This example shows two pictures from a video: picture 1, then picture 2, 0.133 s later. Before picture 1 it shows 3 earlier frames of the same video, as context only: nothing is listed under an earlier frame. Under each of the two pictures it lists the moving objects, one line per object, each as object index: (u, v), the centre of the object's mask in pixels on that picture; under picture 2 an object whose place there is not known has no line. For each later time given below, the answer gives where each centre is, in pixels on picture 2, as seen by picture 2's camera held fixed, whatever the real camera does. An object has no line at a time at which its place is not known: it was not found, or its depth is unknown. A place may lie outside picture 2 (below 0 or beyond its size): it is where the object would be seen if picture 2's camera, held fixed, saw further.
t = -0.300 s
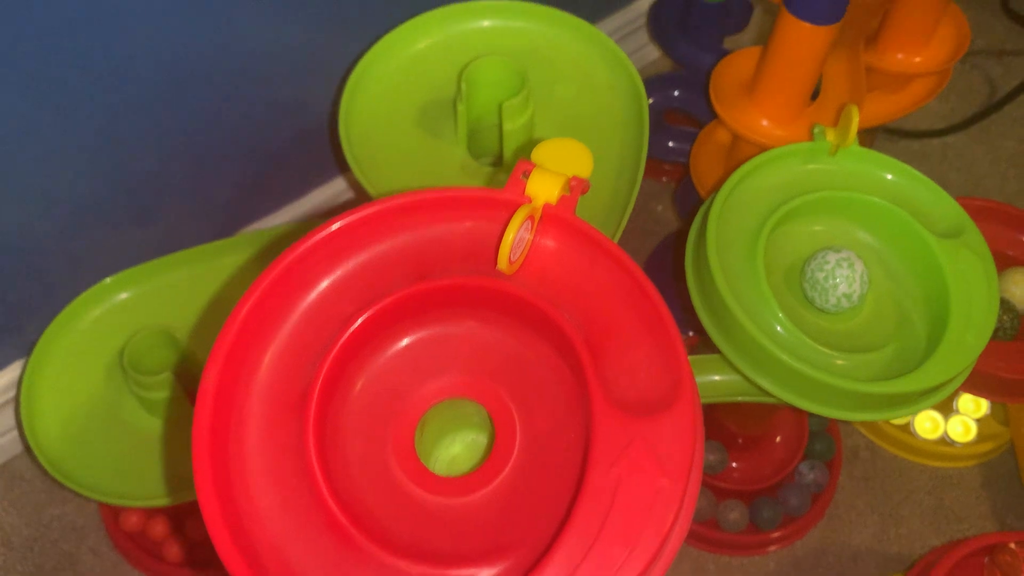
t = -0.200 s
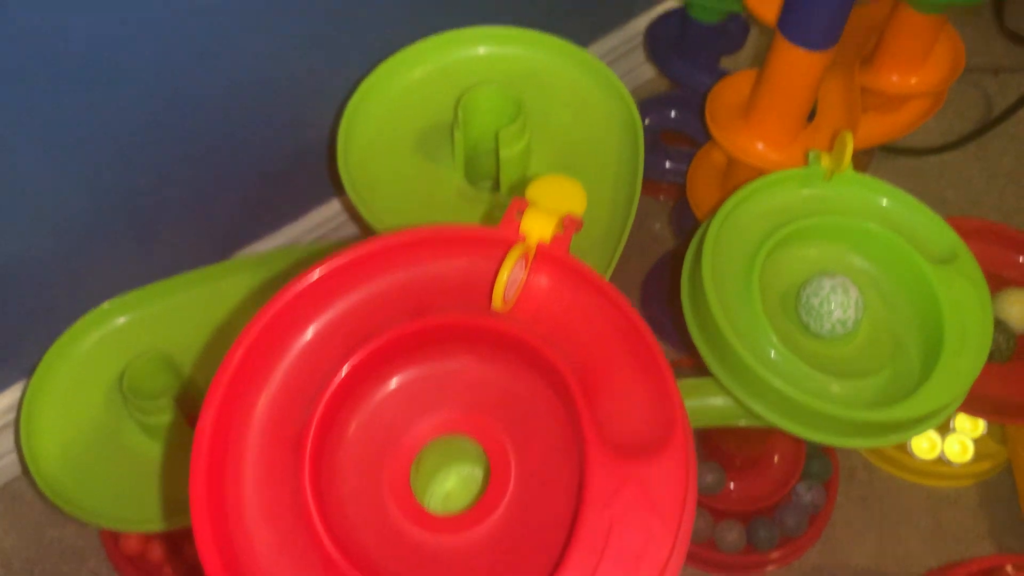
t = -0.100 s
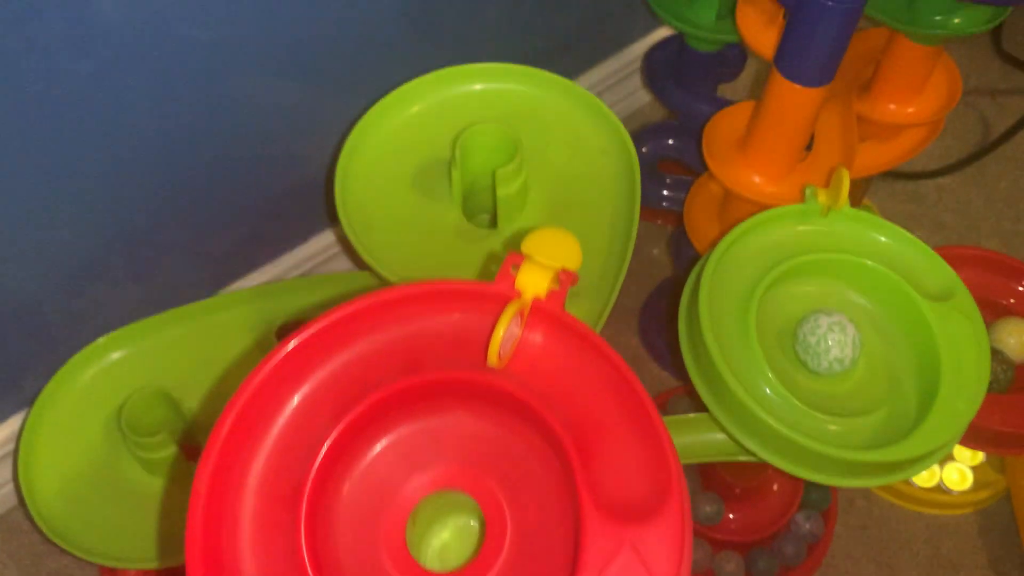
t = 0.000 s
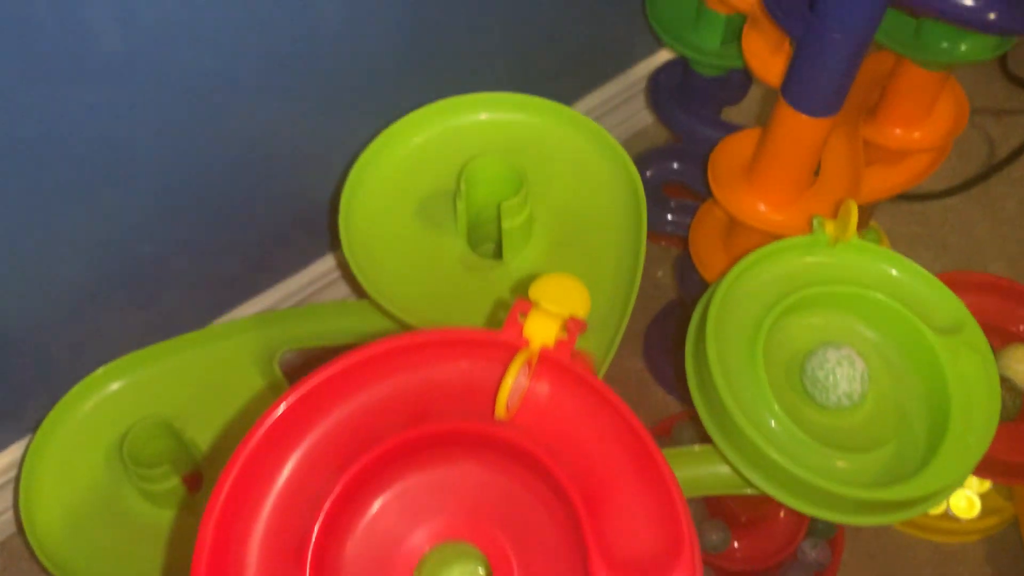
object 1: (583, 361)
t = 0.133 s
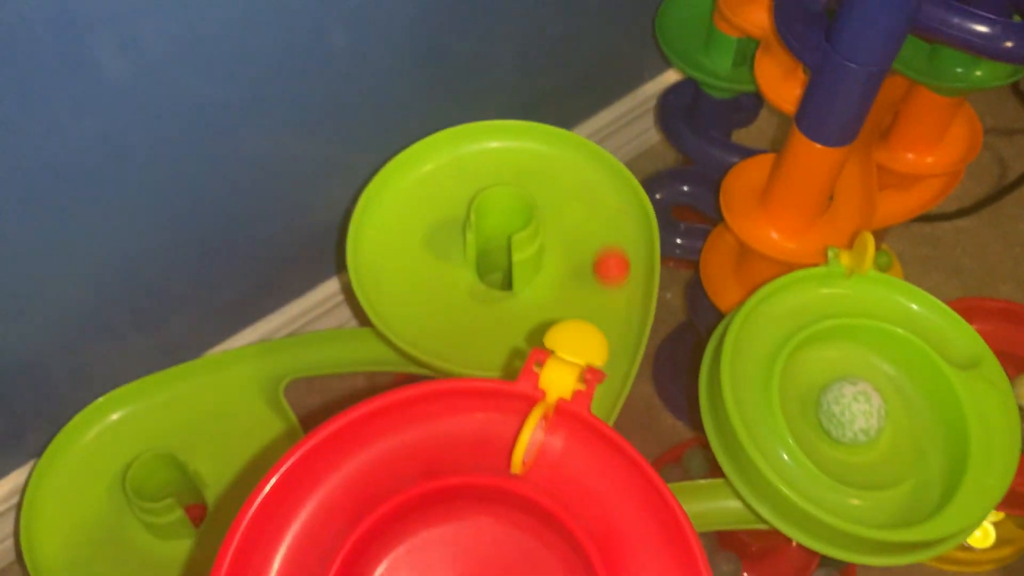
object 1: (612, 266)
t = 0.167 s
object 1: (600, 227)
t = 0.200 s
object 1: (585, 188)
